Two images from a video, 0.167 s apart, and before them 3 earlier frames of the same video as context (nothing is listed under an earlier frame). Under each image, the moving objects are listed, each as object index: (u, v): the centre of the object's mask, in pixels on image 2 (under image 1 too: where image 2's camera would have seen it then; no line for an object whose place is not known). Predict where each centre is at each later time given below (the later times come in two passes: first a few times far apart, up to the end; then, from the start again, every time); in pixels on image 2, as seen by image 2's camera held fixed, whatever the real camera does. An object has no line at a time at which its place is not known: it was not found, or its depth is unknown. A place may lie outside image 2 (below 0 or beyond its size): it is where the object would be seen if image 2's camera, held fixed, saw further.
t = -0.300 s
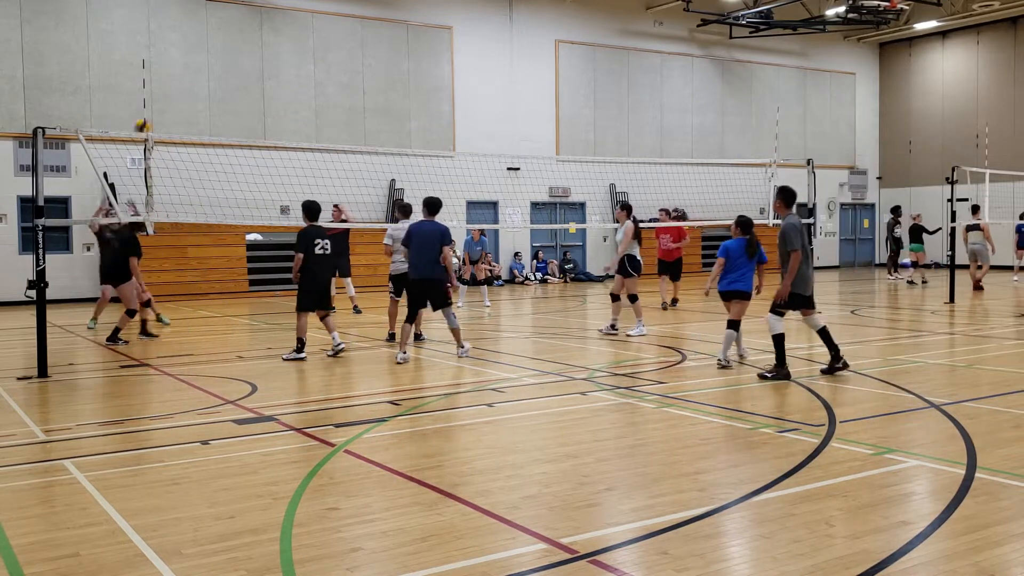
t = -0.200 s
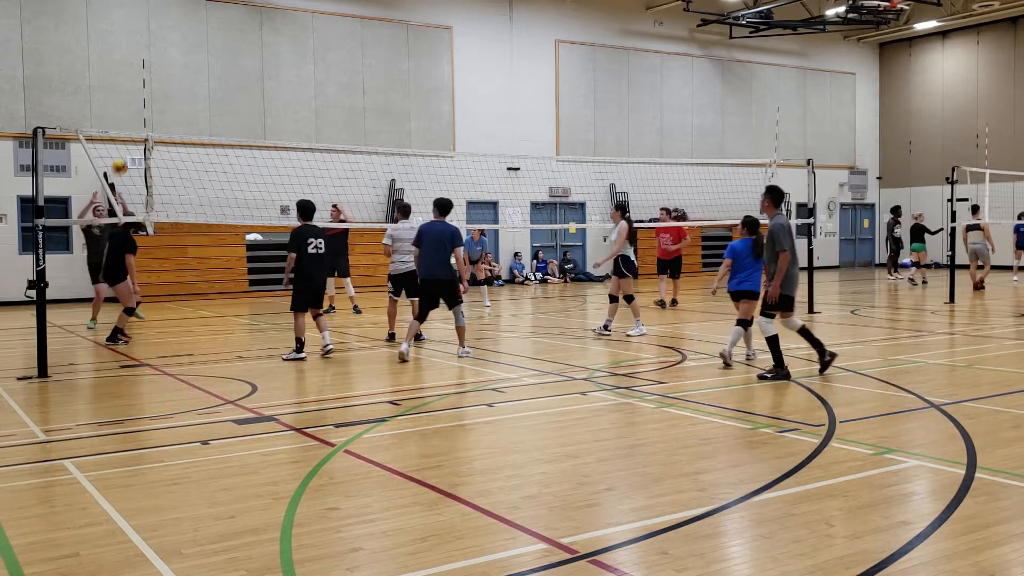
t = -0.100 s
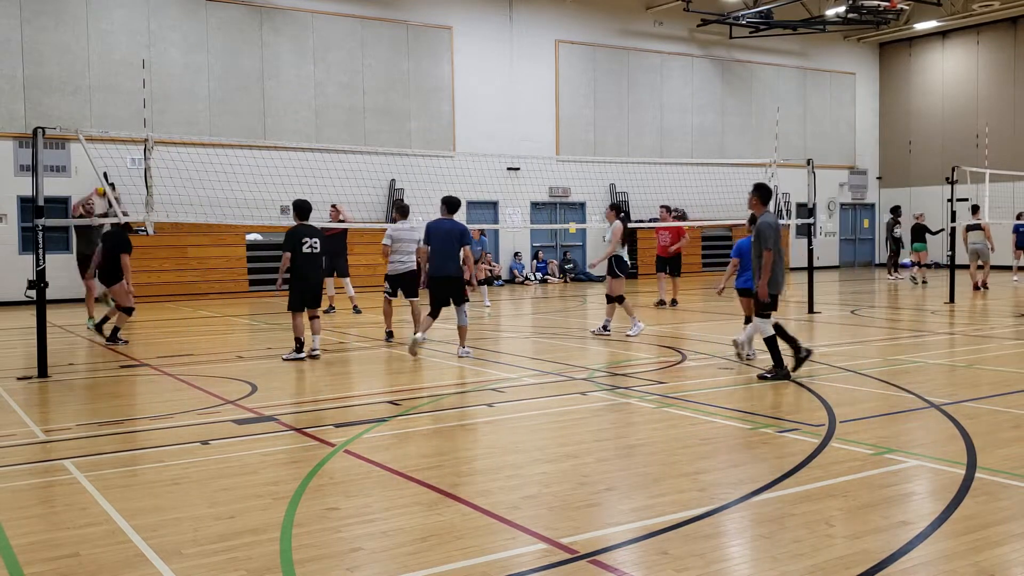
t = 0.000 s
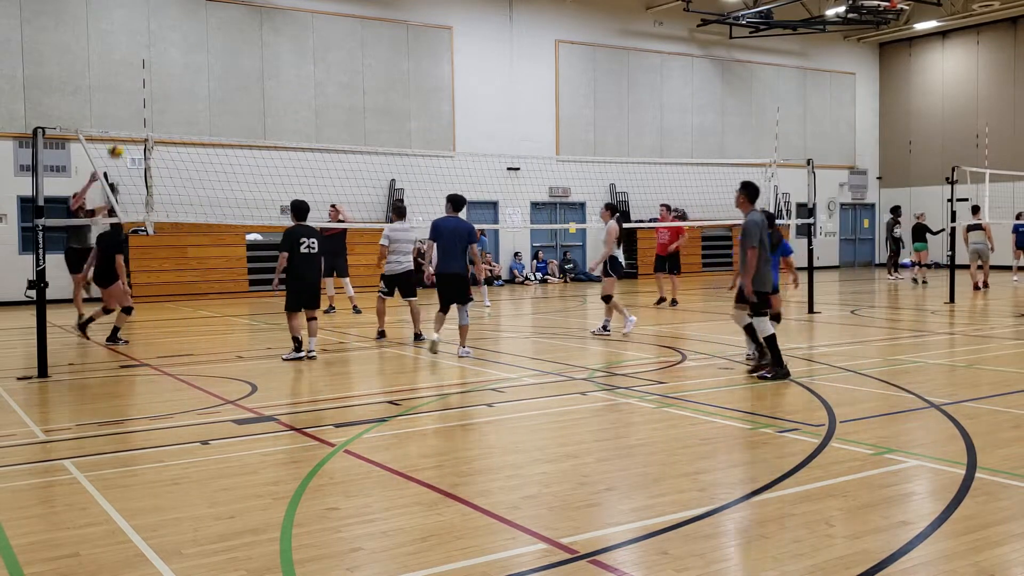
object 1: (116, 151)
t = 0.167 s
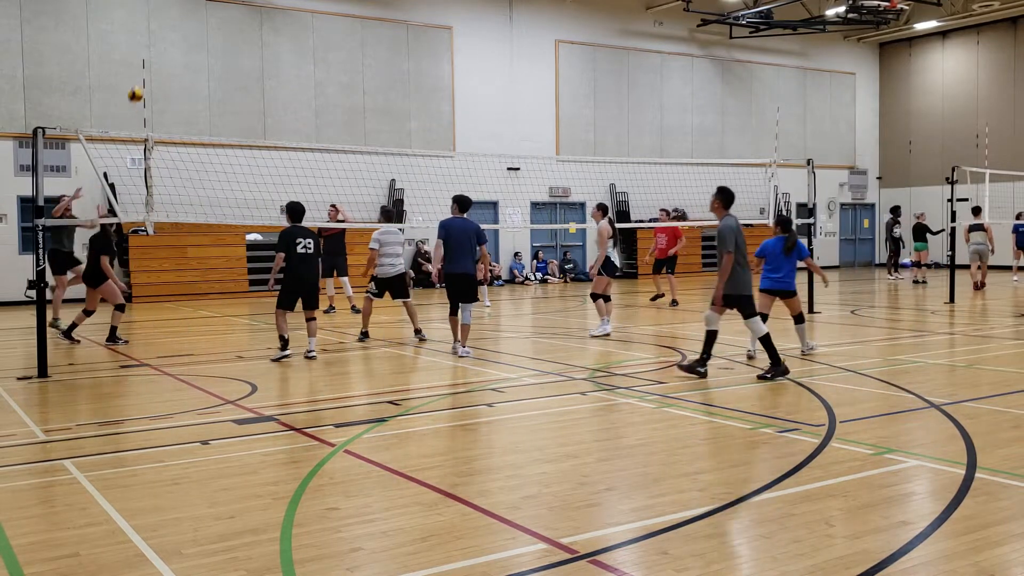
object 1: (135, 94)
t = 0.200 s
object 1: (139, 86)
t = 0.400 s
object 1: (163, 48)
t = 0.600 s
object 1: (191, 39)
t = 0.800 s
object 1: (219, 57)
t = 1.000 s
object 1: (248, 106)
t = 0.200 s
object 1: (139, 86)
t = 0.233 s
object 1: (143, 78)
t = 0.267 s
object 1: (147, 70)
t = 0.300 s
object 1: (151, 64)
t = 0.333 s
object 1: (155, 58)
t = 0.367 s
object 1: (159, 53)
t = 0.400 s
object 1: (163, 48)
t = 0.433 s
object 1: (168, 45)
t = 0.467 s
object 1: (172, 42)
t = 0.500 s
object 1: (177, 40)
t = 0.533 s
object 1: (182, 39)
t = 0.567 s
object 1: (186, 38)
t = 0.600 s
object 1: (191, 39)
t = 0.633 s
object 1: (196, 40)
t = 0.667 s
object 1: (200, 42)
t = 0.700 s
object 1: (205, 44)
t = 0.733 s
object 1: (210, 48)
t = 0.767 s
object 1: (214, 52)
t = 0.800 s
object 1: (219, 57)
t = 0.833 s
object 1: (224, 63)
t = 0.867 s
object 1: (229, 70)
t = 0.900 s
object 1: (234, 78)
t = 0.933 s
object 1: (238, 86)
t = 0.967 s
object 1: (243, 96)
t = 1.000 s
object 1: (248, 106)
